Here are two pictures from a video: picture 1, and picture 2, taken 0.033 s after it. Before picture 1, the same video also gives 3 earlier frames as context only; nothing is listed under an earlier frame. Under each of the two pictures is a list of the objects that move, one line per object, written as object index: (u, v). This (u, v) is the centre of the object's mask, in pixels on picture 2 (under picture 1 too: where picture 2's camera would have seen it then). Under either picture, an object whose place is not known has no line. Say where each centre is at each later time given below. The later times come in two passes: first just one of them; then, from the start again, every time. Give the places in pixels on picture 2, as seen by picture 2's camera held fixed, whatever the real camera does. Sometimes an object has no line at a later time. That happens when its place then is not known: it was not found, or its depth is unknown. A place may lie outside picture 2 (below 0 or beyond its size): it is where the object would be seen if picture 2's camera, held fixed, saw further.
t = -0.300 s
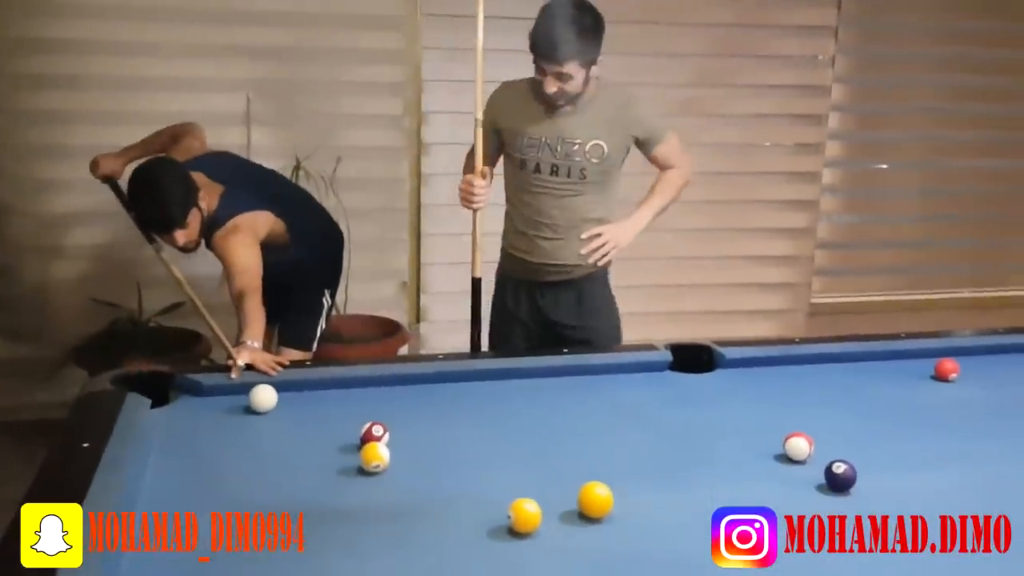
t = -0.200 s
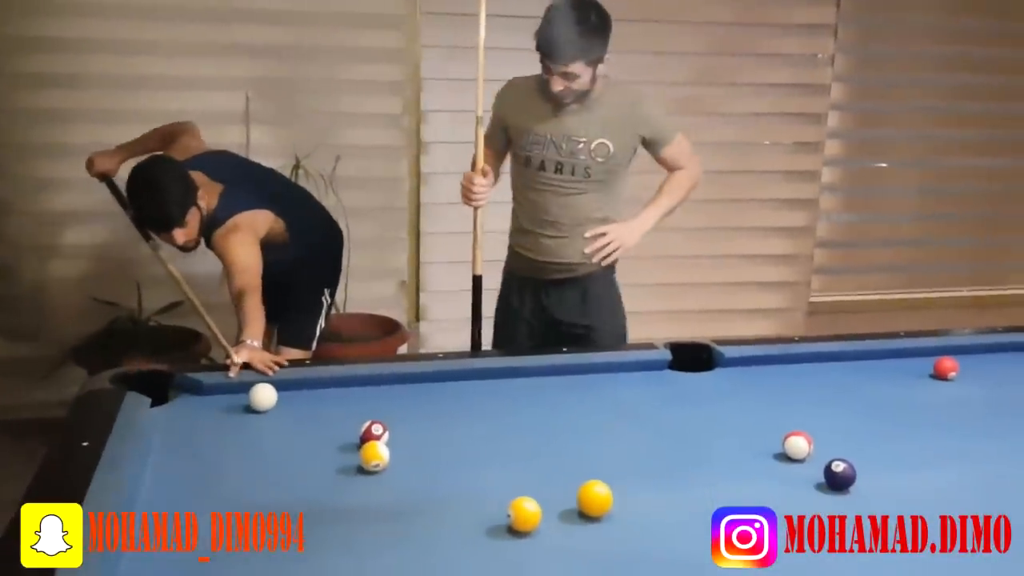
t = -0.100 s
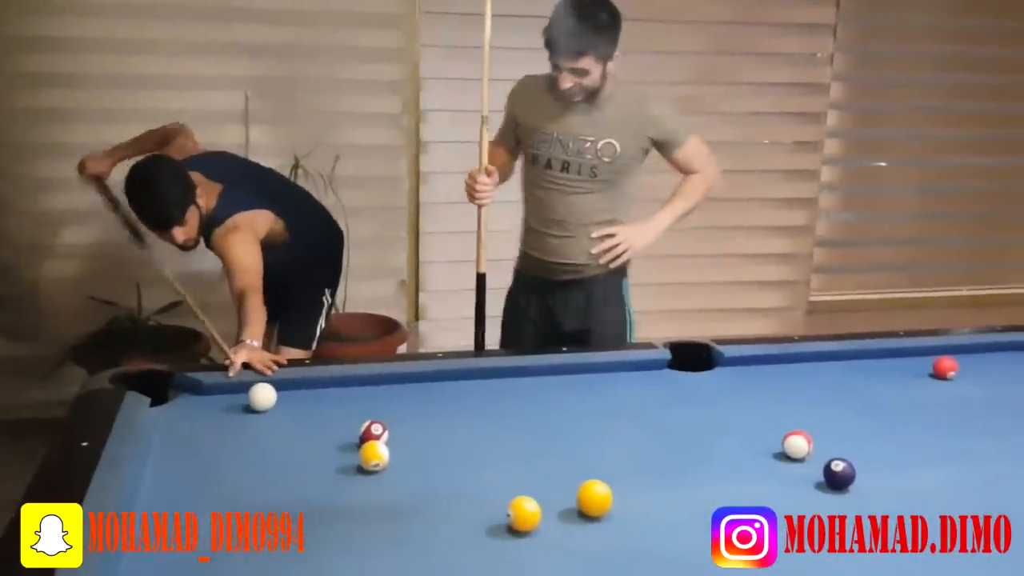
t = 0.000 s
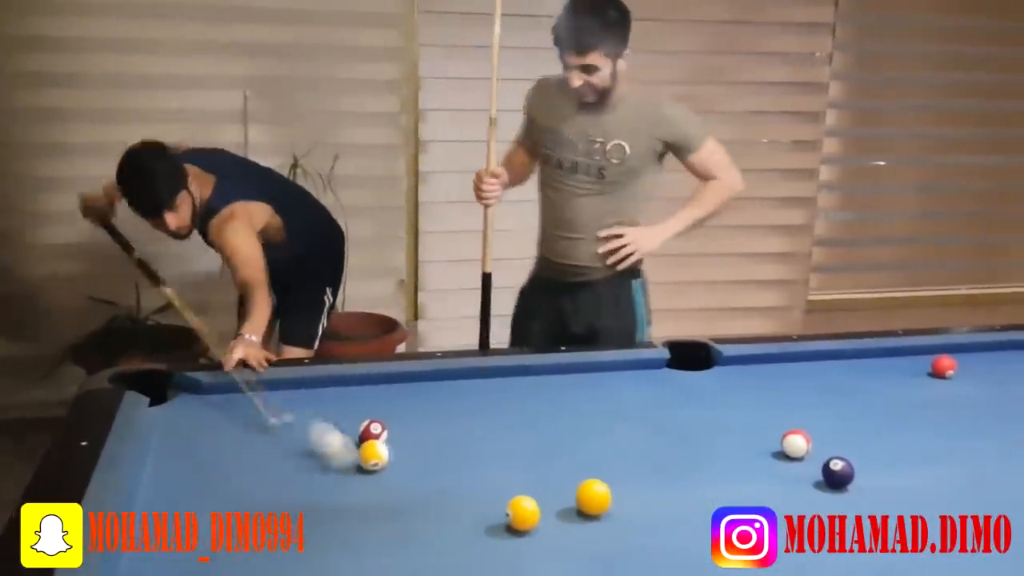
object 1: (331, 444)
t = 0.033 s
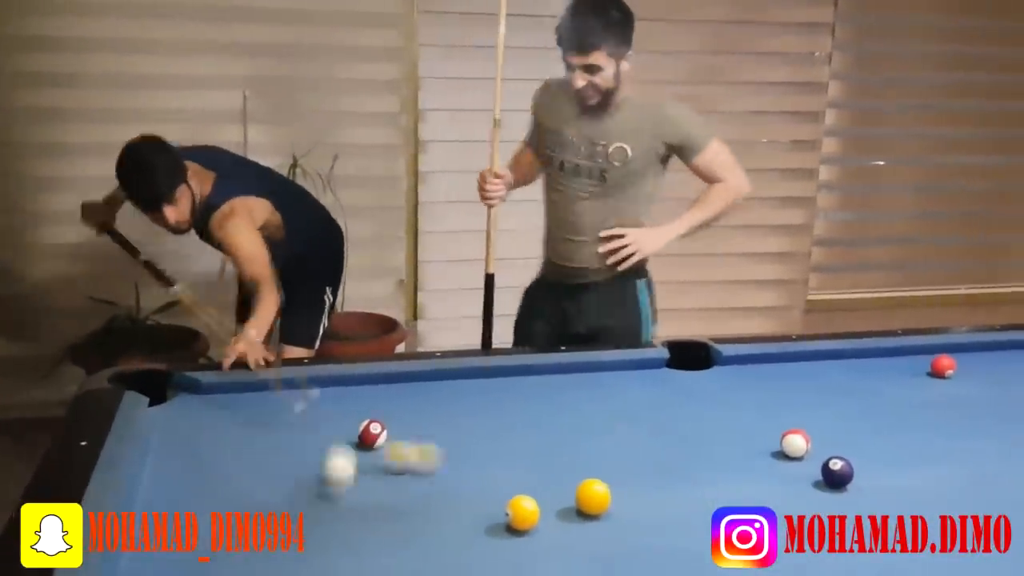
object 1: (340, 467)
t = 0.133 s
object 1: (329, 556)
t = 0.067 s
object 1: (336, 497)
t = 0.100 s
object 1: (332, 529)
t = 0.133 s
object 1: (329, 556)
